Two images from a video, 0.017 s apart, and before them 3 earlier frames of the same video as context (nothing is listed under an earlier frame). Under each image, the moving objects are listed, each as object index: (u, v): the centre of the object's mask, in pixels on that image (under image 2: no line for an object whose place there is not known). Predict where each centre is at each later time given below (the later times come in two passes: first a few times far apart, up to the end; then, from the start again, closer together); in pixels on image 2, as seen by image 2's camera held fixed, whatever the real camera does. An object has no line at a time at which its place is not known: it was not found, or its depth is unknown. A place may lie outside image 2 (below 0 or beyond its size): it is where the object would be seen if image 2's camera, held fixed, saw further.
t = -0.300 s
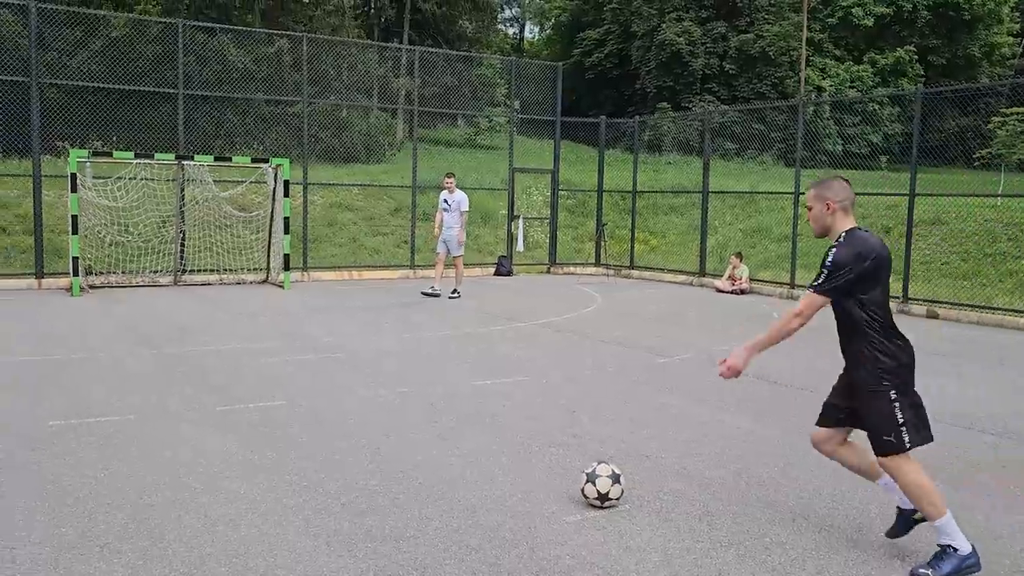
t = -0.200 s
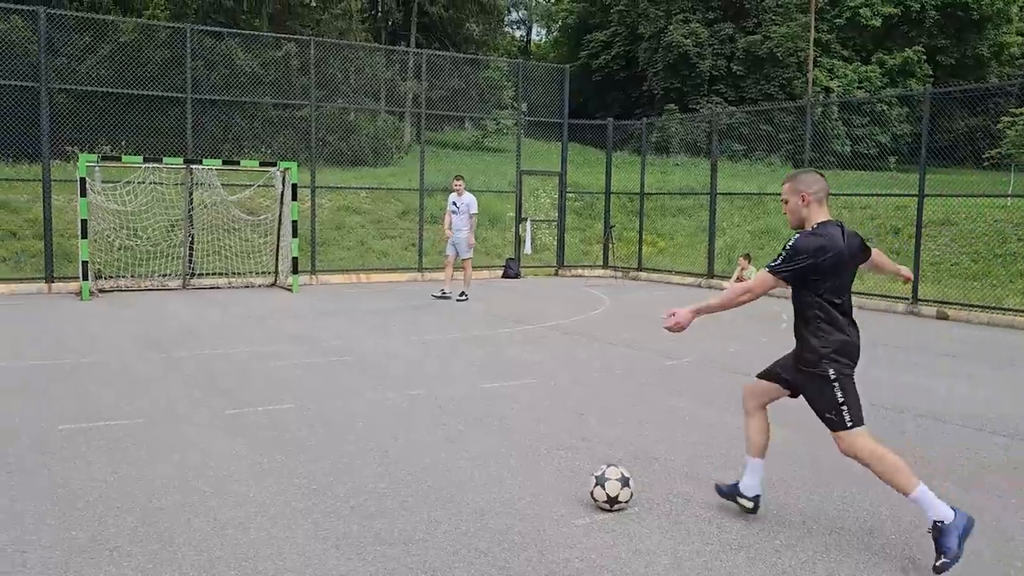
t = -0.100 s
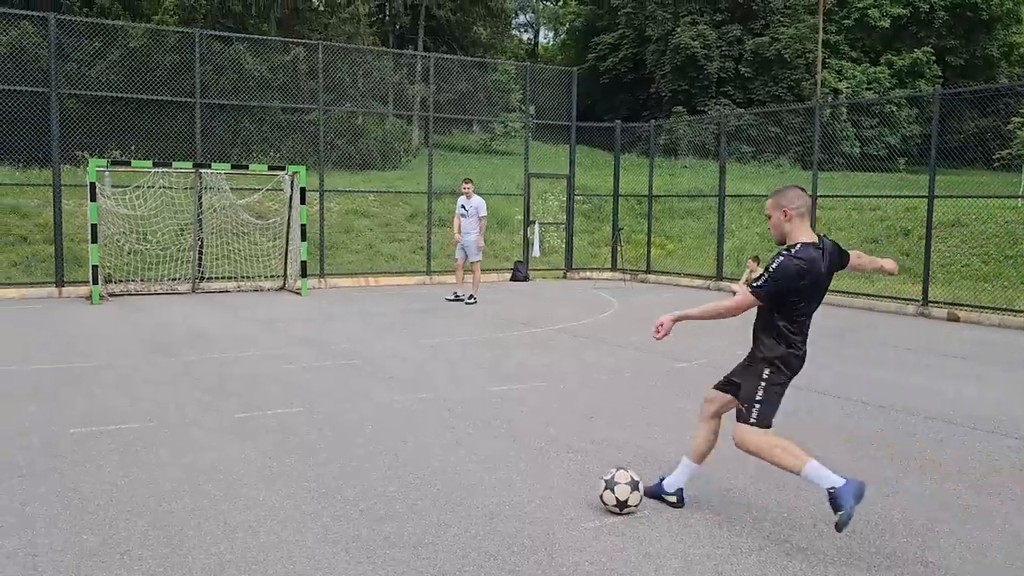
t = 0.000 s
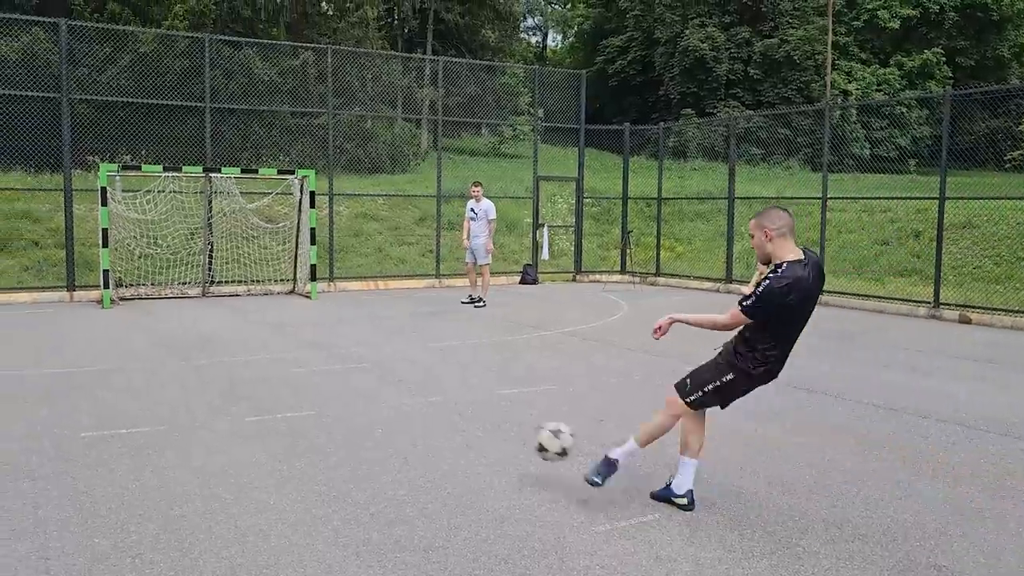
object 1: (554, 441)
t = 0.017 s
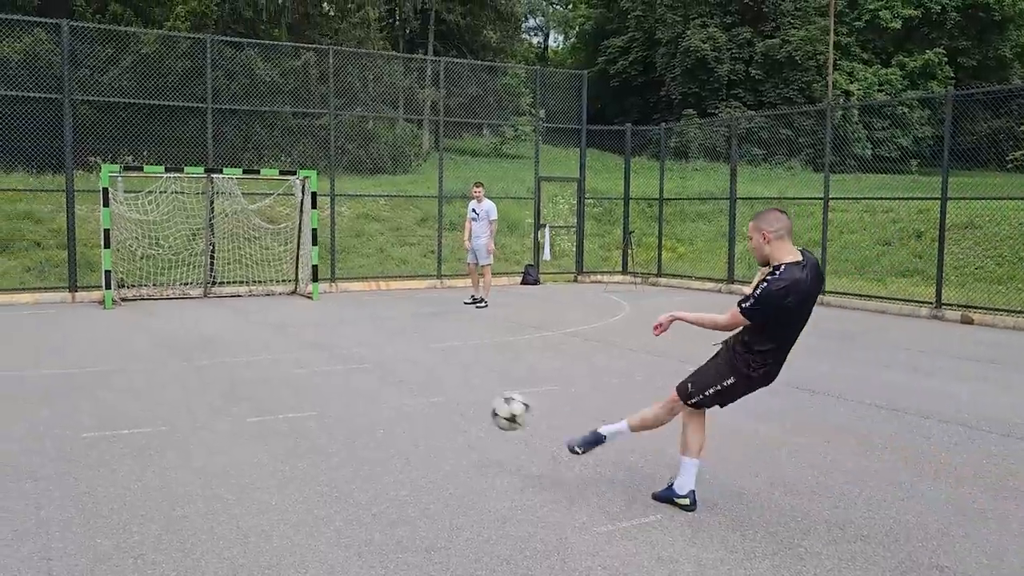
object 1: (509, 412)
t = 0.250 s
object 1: (174, 203)
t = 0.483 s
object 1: (57, 160)
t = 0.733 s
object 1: (-10, 162)
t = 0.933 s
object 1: (-76, 192)
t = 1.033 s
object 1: (-109, 222)
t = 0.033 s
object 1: (469, 384)
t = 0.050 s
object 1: (433, 360)
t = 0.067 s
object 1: (400, 338)
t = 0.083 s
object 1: (370, 318)
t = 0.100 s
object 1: (342, 302)
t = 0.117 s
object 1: (317, 284)
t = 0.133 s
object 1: (293, 268)
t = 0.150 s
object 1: (273, 258)
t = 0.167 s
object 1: (253, 247)
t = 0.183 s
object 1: (236, 238)
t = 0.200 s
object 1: (217, 227)
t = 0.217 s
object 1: (202, 219)
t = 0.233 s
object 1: (188, 211)
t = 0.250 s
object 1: (174, 203)
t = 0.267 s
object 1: (162, 198)
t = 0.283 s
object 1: (151, 192)
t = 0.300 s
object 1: (140, 186)
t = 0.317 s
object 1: (129, 182)
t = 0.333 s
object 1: (119, 178)
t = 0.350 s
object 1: (110, 175)
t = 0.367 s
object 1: (101, 171)
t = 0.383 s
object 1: (93, 167)
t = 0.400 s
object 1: (87, 167)
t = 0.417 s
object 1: (81, 165)
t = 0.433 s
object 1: (74, 163)
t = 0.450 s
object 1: (68, 162)
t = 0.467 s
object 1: (62, 161)
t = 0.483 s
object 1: (57, 160)
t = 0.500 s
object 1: (53, 160)
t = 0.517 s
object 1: (48, 160)
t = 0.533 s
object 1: (44, 159)
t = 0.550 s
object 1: (40, 160)
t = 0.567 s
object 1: (36, 160)
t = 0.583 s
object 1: (32, 160)
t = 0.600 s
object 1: (29, 160)
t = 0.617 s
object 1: (25, 160)
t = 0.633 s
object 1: (20, 160)
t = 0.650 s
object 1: (15, 159)
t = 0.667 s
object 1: (10, 160)
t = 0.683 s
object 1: (5, 160)
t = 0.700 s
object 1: (0, 161)
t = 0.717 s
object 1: (-5, 162)
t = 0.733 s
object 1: (-10, 162)
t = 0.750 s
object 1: (-15, 163)
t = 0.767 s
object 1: (-20, 164)
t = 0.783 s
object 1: (-25, 166)
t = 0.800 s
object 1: (-31, 168)
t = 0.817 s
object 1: (-37, 170)
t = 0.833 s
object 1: (-41, 173)
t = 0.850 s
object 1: (-47, 175)
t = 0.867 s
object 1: (-53, 178)
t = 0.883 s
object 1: (-59, 182)
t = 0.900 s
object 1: (-65, 185)
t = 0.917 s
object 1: (-70, 189)
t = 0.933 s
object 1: (-76, 192)
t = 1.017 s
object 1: (-107, 217)
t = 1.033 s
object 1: (-109, 222)
